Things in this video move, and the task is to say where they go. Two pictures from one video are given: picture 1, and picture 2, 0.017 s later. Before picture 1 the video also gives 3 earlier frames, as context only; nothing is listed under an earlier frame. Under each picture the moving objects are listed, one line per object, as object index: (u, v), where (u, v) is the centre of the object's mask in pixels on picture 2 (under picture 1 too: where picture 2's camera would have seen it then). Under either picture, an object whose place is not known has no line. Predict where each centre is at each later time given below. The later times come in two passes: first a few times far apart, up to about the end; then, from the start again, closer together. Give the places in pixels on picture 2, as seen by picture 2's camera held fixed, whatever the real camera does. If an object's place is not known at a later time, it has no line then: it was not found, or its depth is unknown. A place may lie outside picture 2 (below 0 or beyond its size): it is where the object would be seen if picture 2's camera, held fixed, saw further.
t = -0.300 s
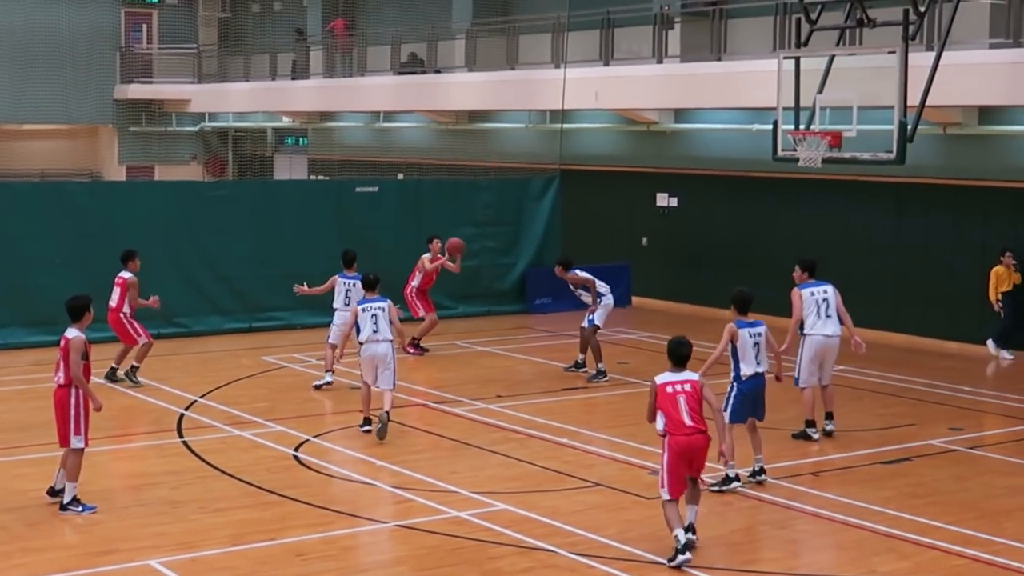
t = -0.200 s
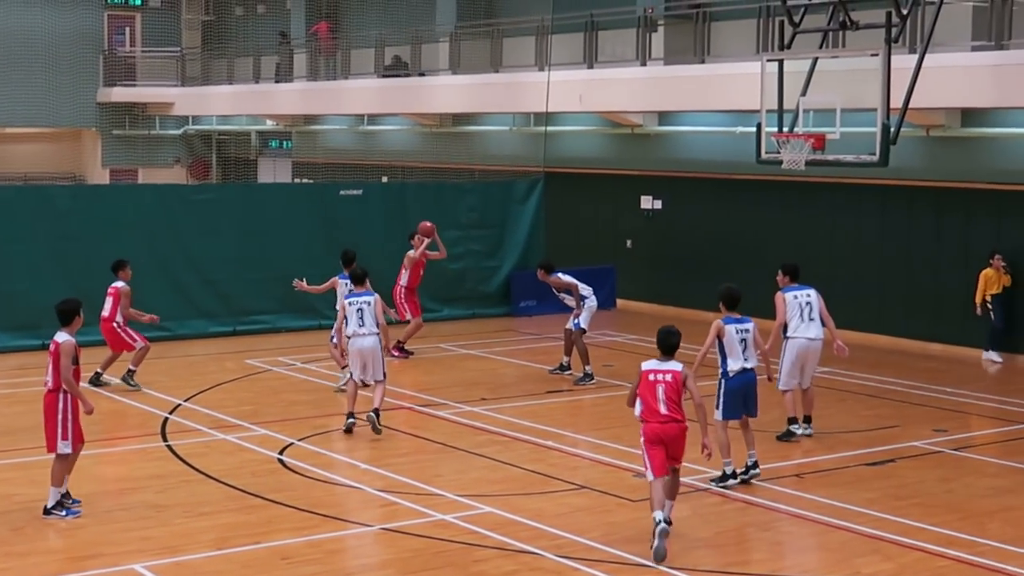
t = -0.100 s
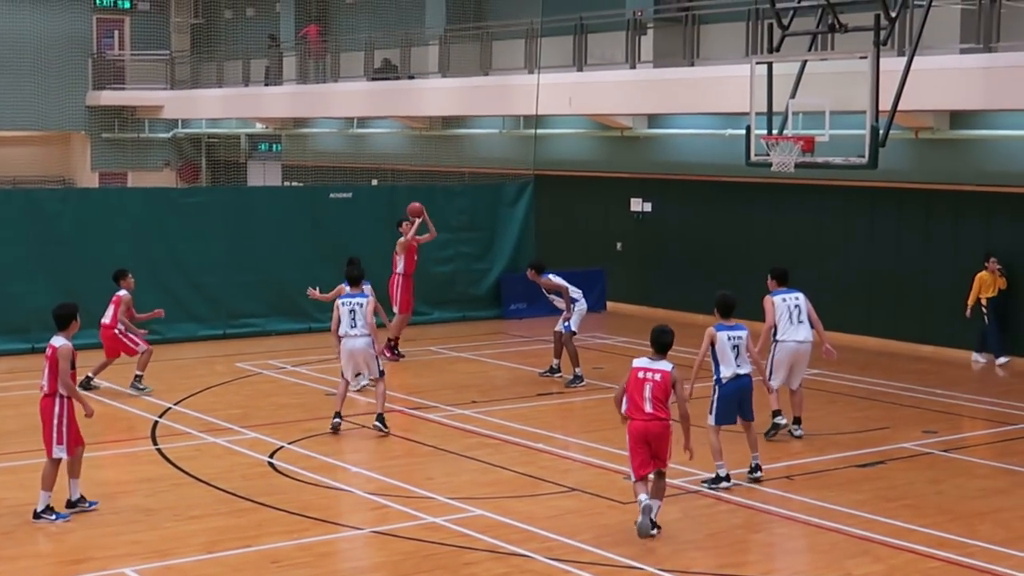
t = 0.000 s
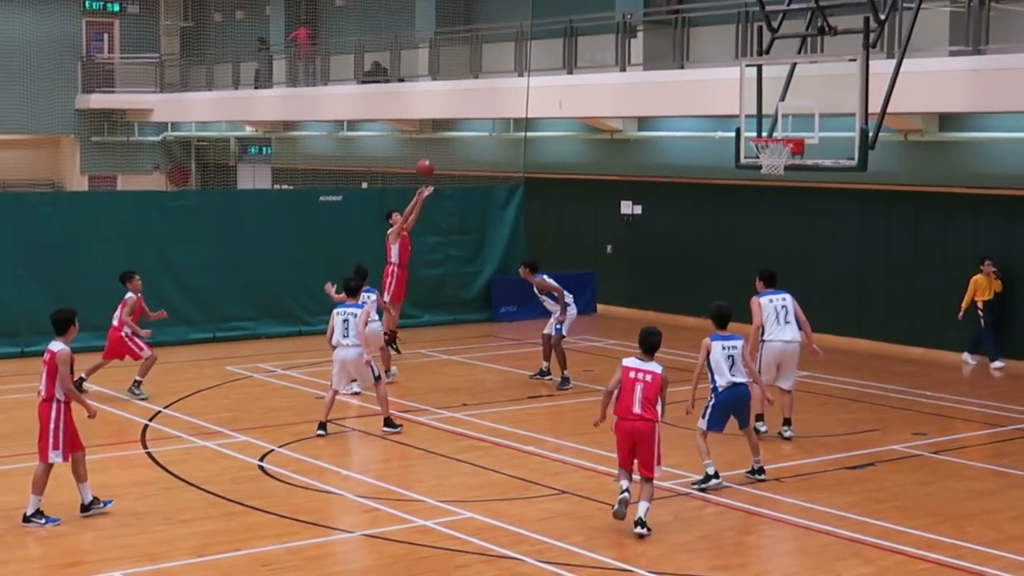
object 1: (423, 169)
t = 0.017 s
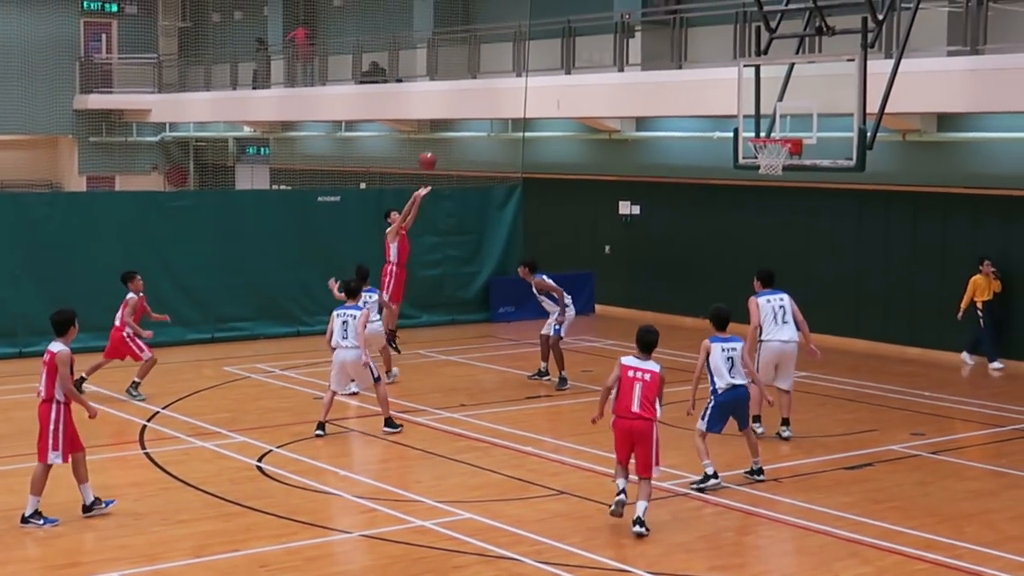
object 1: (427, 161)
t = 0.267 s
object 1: (494, 61)
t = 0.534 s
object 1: (570, 1)
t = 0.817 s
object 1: (657, 0)
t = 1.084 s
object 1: (743, 65)
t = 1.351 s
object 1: (804, 80)
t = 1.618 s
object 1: (835, 8)
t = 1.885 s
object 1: (866, 0)
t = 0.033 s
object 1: (431, 153)
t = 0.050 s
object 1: (435, 146)
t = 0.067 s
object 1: (440, 137)
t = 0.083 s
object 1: (444, 130)
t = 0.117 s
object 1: (453, 116)
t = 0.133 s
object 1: (458, 109)
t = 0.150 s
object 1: (462, 103)
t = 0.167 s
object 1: (467, 96)
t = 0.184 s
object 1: (471, 90)
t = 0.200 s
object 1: (475, 83)
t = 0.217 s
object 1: (480, 78)
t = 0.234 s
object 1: (484, 72)
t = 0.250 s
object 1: (489, 66)
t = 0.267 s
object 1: (494, 61)
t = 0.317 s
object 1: (508, 46)
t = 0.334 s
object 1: (512, 41)
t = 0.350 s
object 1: (517, 37)
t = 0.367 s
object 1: (522, 32)
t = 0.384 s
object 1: (527, 28)
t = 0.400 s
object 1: (531, 24)
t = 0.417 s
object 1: (536, 20)
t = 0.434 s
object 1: (541, 17)
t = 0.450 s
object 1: (546, 14)
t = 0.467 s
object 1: (551, 11)
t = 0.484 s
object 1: (555, 8)
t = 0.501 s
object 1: (560, 5)
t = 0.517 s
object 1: (565, 3)
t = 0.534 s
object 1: (570, 1)
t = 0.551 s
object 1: (575, -1)
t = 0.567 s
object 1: (580, -3)
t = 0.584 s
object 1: (585, -4)
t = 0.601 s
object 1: (590, -5)
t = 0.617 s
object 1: (595, -7)
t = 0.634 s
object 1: (600, -7)
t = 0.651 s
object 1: (605, -8)
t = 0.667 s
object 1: (610, -8)
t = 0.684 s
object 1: (615, -8)
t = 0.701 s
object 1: (620, -8)
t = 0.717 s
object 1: (626, -8)
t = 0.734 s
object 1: (630, -7)
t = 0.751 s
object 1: (635, -6)
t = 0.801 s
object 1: (651, -2)
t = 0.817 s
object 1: (657, 0)
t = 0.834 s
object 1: (661, 2)
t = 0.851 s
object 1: (667, 4)
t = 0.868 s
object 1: (673, 7)
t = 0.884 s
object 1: (677, 10)
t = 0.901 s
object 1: (682, 14)
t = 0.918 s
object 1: (688, 17)
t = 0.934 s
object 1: (693, 20)
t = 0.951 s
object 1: (698, 24)
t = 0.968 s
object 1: (704, 28)
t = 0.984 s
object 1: (709, 33)
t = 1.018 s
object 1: (720, 43)
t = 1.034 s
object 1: (725, 48)
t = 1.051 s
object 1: (731, 54)
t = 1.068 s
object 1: (737, 60)
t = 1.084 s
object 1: (743, 65)
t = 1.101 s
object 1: (748, 72)
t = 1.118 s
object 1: (754, 79)
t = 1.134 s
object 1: (759, 85)
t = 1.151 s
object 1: (765, 92)
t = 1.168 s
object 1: (770, 100)
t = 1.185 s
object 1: (776, 108)
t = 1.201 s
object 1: (781, 116)
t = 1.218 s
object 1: (787, 124)
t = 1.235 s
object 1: (791, 129)
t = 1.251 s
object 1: (792, 122)
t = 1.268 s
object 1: (795, 114)
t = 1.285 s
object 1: (796, 107)
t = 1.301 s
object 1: (798, 100)
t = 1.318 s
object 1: (800, 93)
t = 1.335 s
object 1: (802, 86)
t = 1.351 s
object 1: (804, 80)
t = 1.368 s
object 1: (806, 73)
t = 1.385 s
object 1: (808, 68)
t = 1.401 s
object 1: (810, 61)
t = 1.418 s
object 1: (812, 56)
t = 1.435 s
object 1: (814, 51)
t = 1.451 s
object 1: (816, 45)
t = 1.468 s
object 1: (817, 40)
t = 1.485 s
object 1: (820, 36)
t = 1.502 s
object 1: (821, 31)
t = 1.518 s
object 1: (823, 27)
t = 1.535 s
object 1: (825, 24)
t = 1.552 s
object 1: (827, 21)
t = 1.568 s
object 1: (829, 17)
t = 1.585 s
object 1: (831, 14)
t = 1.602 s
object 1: (833, 10)
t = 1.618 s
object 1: (835, 8)
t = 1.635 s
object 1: (837, 5)
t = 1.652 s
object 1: (838, 3)
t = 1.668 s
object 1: (840, 2)
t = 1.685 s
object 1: (843, 0)
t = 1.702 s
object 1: (844, -1)
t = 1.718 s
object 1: (847, -3)
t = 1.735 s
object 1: (848, -4)
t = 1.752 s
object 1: (850, -4)
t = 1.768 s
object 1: (852, -4)
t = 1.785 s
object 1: (854, -4)
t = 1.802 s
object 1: (855, -4)
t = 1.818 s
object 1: (858, -4)
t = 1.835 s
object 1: (859, -3)
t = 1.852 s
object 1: (862, -2)
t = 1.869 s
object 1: (864, -1)
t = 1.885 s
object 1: (866, 0)
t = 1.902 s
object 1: (867, 2)
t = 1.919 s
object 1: (869, 4)
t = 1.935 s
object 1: (871, 7)
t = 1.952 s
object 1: (873, 9)
